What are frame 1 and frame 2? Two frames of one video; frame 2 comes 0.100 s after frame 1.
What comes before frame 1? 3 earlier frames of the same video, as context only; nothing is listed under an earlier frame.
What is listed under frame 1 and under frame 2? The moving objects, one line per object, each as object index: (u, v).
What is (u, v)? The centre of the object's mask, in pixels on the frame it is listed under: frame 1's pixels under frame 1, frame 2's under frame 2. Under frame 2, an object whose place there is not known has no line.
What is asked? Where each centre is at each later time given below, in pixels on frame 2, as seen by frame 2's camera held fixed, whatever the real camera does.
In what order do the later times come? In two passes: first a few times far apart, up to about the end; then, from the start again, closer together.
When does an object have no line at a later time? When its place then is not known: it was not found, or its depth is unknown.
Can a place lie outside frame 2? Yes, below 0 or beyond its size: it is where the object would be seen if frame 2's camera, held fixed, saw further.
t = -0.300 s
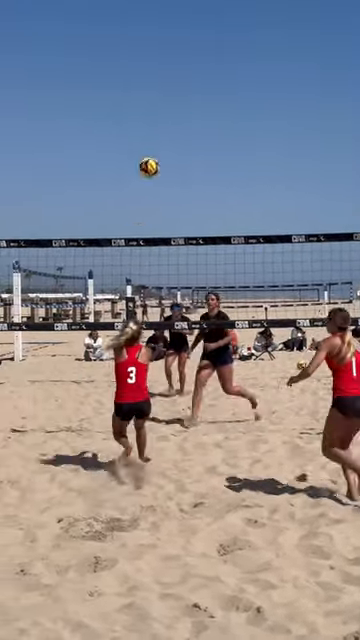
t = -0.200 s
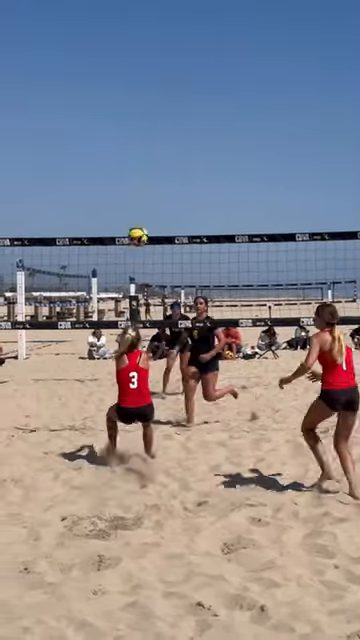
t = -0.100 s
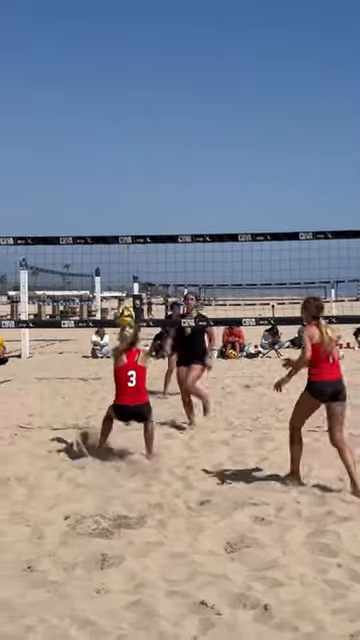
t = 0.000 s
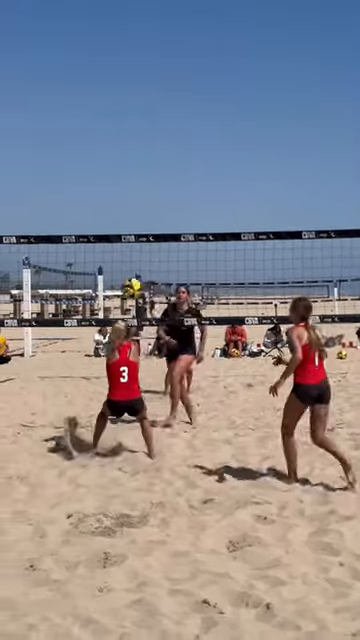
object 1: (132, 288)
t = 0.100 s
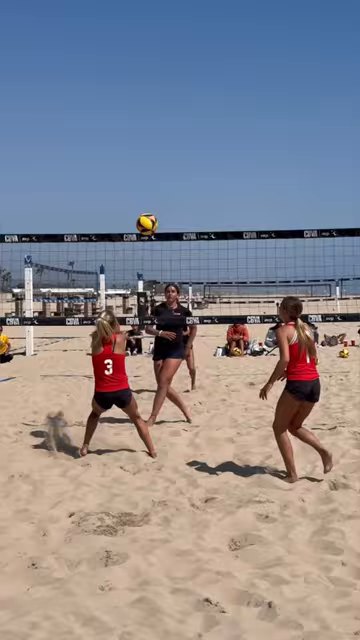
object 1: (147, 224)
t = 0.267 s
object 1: (169, 138)
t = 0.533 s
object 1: (203, 57)
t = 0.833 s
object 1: (237, 54)
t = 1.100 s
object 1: (265, 133)
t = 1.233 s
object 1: (278, 201)
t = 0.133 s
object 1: (151, 204)
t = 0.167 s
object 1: (156, 186)
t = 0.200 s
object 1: (160, 169)
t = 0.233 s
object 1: (165, 153)
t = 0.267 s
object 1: (169, 138)
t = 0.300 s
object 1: (174, 124)
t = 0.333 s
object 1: (178, 111)
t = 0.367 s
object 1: (182, 99)
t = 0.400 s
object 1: (186, 88)
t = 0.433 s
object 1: (190, 79)
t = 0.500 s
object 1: (199, 63)
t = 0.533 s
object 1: (203, 57)
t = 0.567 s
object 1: (206, 52)
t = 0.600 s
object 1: (211, 48)
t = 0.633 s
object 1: (215, 46)
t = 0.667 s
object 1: (218, 45)
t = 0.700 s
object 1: (223, 43)
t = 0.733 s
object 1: (226, 45)
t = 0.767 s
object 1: (230, 47)
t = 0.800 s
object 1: (234, 50)
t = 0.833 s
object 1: (237, 54)
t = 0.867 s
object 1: (241, 61)
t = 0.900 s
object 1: (245, 67)
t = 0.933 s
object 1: (248, 75)
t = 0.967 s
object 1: (252, 84)
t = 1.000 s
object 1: (255, 95)
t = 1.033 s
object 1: (259, 107)
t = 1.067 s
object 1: (262, 119)
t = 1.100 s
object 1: (265, 133)
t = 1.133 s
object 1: (269, 149)
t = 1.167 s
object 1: (272, 164)
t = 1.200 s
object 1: (275, 182)
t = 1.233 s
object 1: (278, 201)
